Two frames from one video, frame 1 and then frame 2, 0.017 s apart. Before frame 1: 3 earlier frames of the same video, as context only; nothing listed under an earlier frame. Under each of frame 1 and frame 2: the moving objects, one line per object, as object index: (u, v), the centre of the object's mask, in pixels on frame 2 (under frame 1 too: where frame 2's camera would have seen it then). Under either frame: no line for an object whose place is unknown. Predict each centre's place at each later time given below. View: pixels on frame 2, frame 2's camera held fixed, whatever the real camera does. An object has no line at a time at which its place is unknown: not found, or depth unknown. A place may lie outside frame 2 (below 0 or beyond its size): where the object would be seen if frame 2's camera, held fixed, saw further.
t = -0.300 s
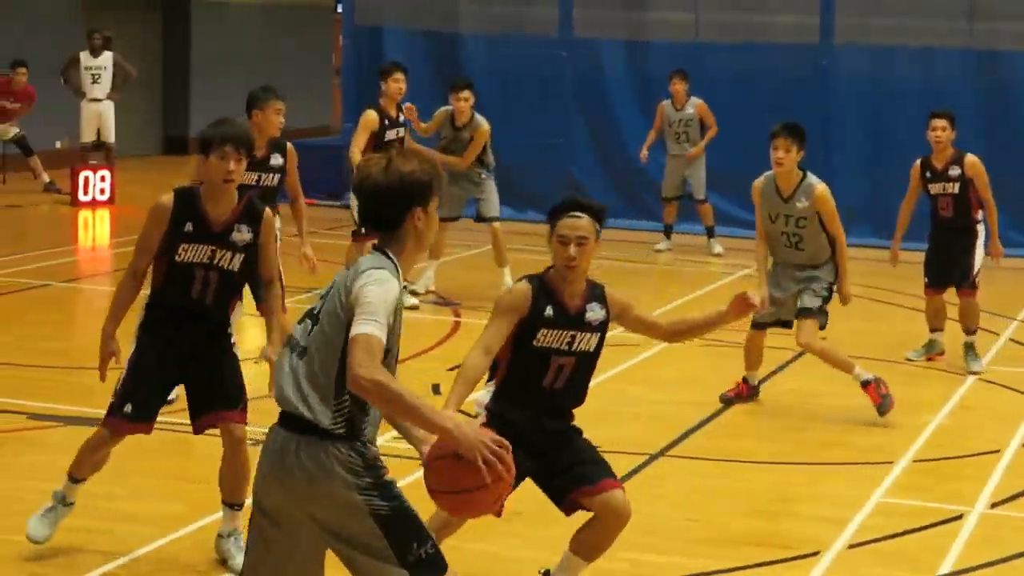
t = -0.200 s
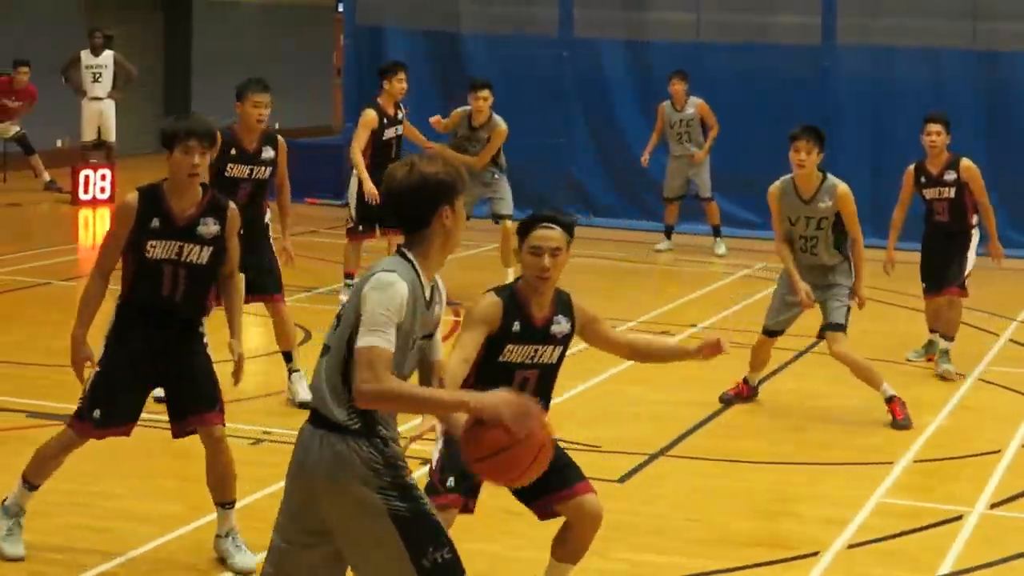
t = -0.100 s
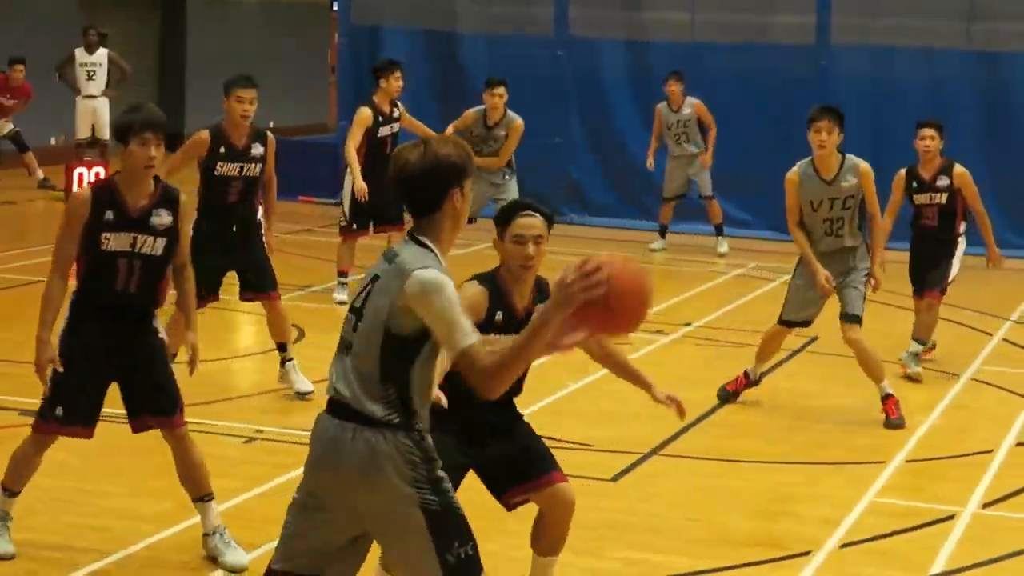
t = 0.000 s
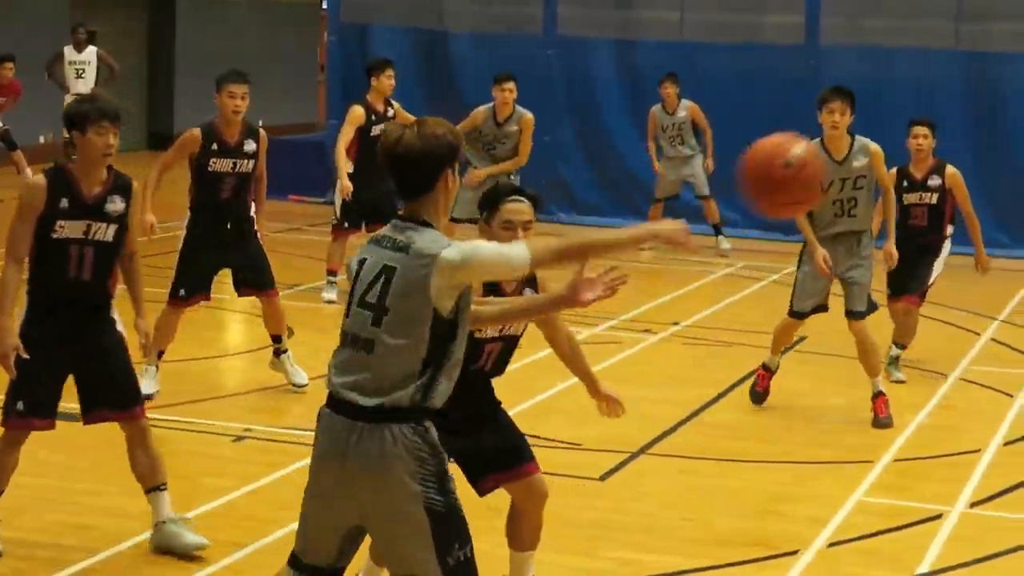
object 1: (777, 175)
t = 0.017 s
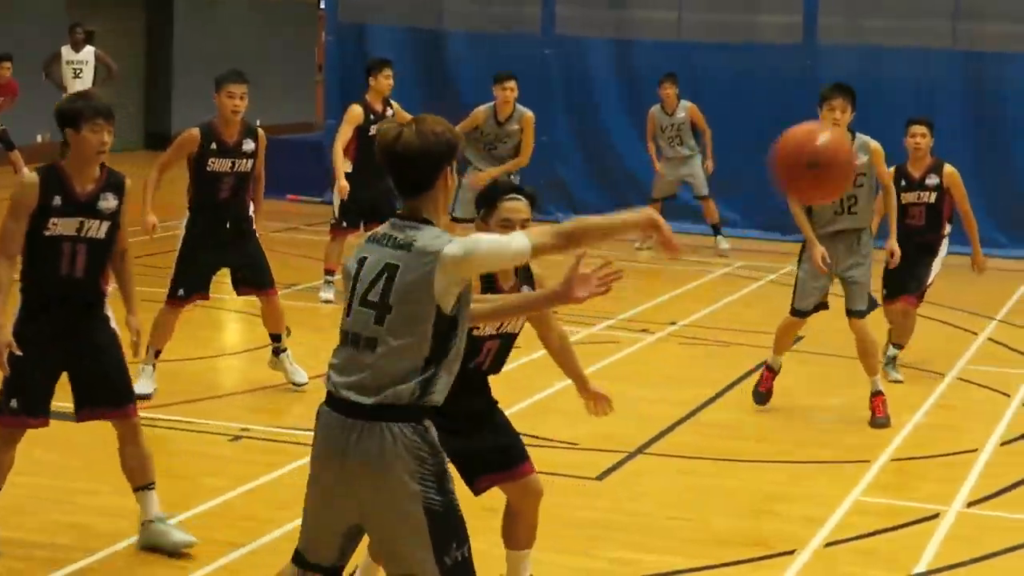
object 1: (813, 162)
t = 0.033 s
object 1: (847, 150)
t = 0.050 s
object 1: (879, 141)
